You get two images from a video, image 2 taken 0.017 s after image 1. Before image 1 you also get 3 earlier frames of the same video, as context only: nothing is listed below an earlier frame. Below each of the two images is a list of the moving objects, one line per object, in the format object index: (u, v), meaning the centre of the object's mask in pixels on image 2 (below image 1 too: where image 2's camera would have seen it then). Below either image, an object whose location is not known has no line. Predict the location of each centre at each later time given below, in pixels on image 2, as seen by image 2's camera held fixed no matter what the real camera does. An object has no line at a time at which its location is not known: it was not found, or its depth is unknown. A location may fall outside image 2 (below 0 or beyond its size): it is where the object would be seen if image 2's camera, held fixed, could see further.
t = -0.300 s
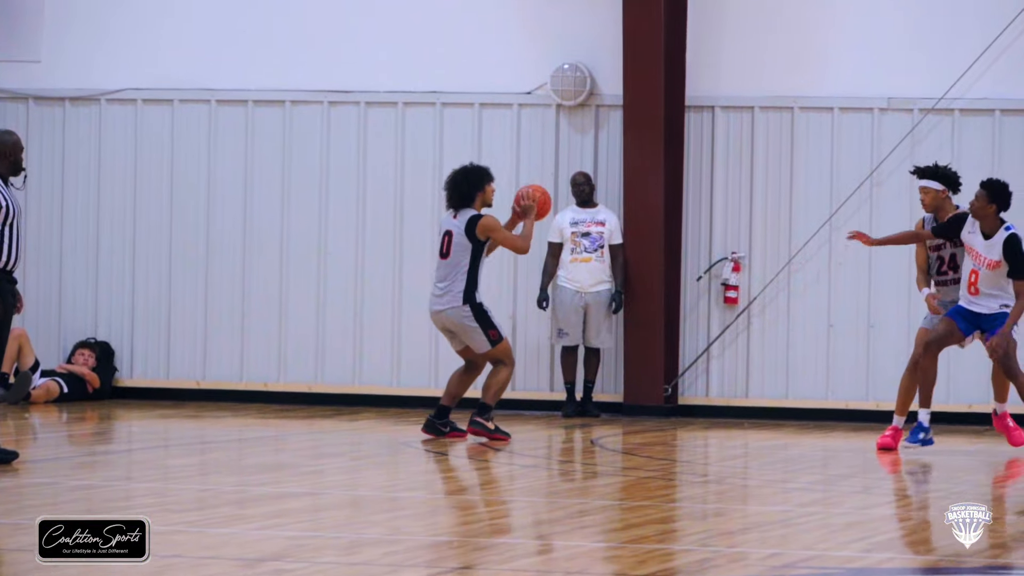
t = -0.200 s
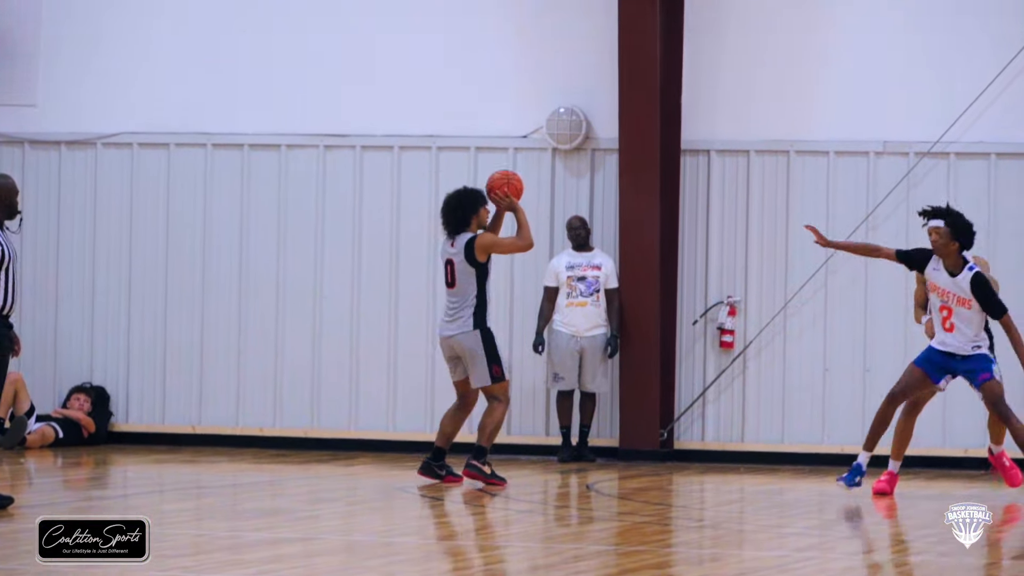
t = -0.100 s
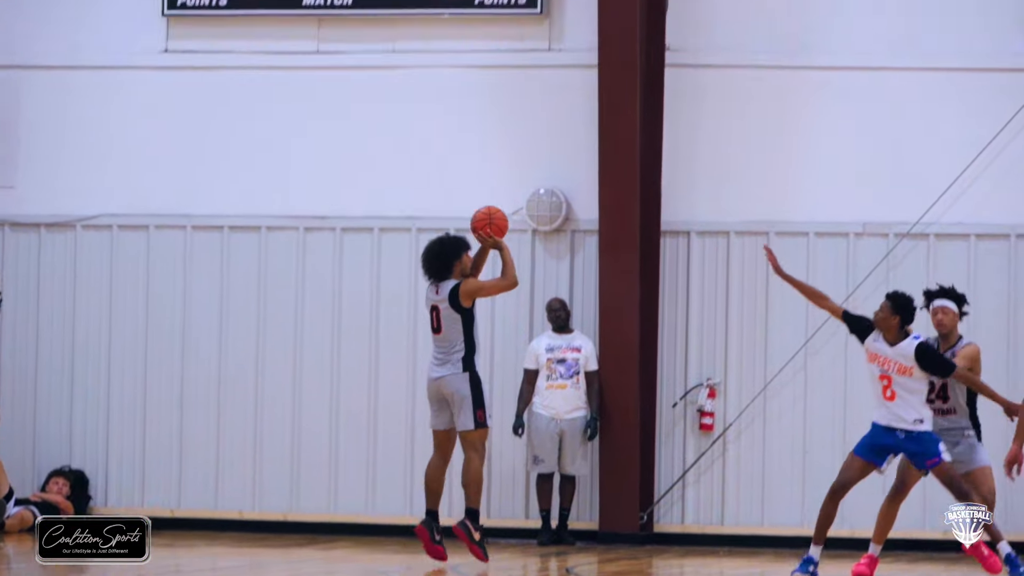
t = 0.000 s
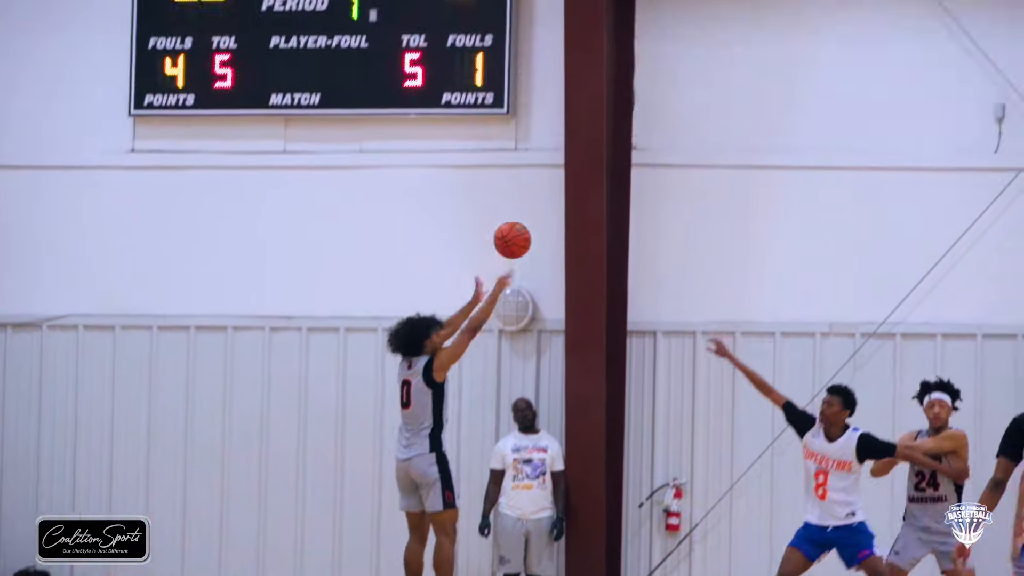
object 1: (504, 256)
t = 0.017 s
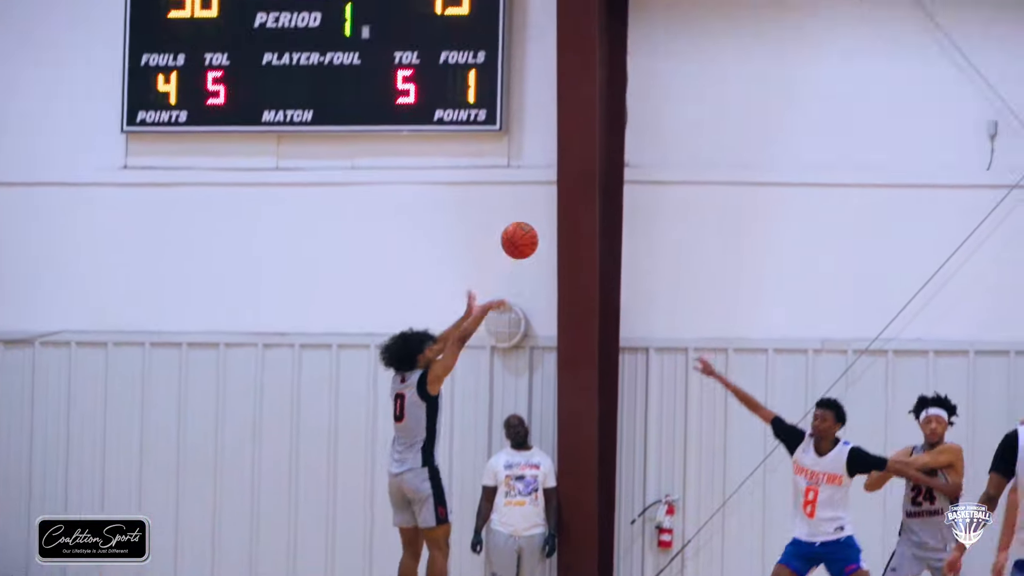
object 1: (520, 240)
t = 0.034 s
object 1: (534, 225)
